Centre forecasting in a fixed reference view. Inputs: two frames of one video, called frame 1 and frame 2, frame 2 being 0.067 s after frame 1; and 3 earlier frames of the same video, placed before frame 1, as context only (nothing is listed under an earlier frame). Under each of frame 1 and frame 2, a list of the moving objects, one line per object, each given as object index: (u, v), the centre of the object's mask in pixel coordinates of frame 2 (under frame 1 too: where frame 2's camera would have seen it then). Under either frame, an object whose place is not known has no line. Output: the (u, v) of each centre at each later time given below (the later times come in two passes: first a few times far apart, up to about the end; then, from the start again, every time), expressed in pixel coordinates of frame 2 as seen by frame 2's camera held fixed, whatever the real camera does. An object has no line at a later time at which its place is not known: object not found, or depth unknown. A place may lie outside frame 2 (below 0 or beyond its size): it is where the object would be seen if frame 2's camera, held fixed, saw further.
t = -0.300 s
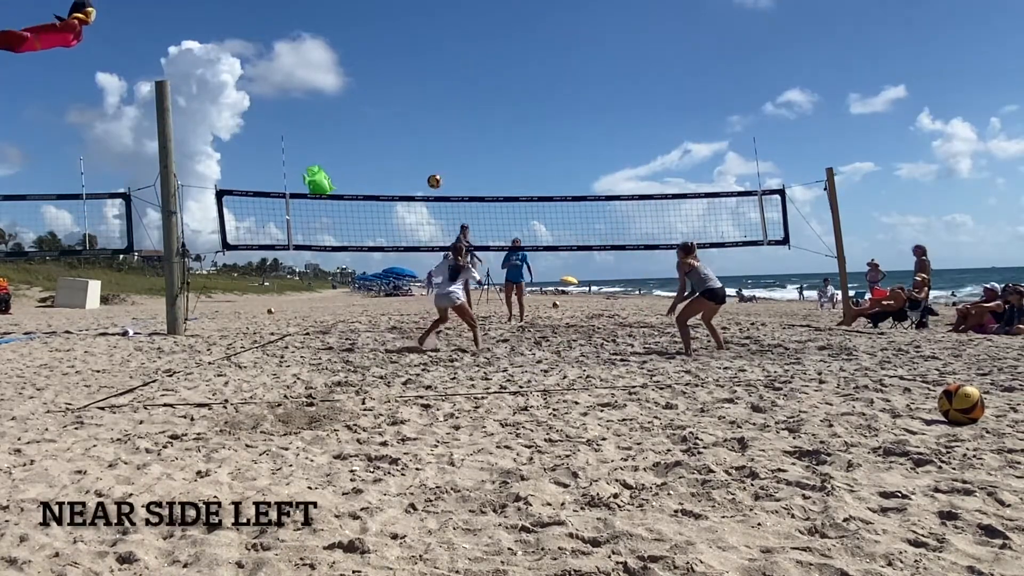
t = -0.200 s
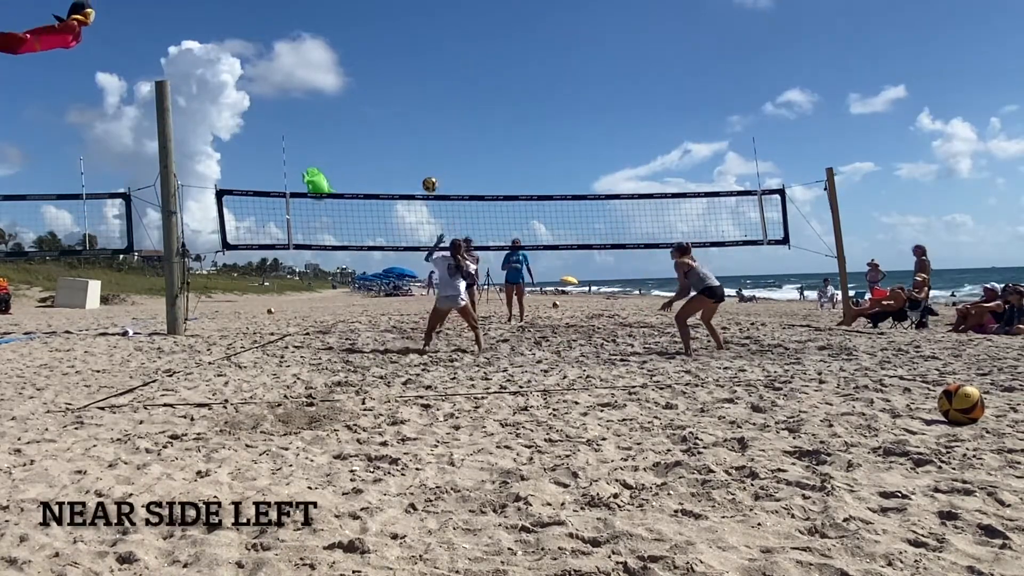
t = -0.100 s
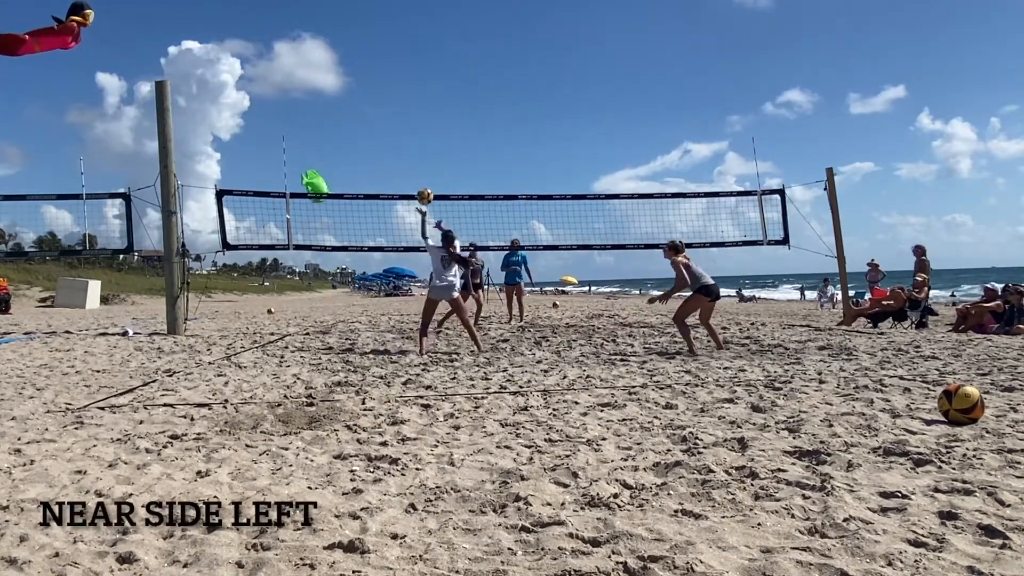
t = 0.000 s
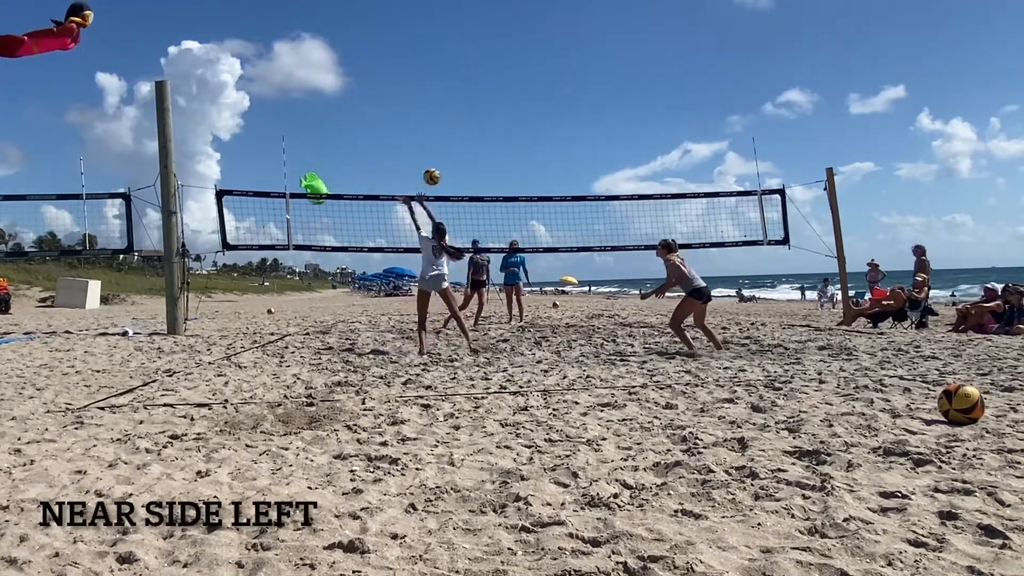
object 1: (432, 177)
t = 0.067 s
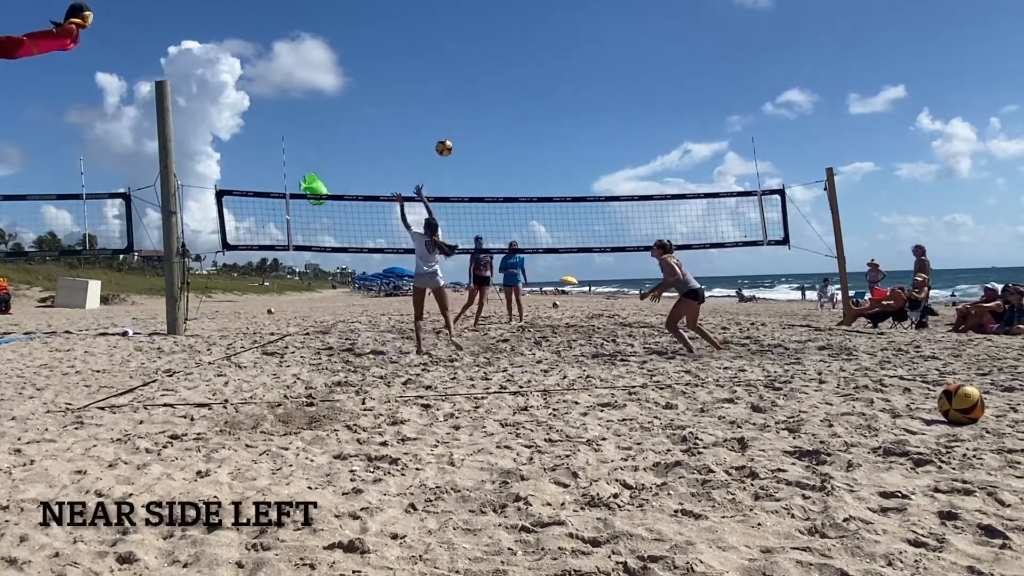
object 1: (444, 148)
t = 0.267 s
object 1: (480, 80)
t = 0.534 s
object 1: (525, 38)
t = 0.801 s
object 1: (570, 51)
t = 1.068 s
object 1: (614, 121)
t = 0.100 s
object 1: (450, 134)
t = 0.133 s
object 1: (456, 122)
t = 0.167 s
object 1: (462, 110)
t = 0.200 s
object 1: (468, 99)
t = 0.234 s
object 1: (474, 89)
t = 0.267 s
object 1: (480, 80)
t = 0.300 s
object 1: (485, 72)
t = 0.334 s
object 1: (491, 65)
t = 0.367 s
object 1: (497, 59)
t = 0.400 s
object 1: (503, 53)
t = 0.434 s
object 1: (508, 48)
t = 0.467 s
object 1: (514, 44)
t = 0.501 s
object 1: (520, 41)
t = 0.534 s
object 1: (525, 38)
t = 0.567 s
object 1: (531, 37)
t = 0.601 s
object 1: (536, 36)
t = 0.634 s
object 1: (542, 36)
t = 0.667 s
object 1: (547, 38)
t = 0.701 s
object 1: (554, 39)
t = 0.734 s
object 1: (559, 42)
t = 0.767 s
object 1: (564, 46)
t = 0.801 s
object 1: (570, 51)
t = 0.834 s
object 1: (576, 56)
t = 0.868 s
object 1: (581, 63)
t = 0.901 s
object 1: (587, 70)
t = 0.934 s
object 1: (592, 78)
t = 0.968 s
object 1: (597, 88)
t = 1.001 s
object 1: (603, 97)
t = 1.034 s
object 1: (608, 109)
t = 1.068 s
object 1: (614, 121)
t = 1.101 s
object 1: (620, 134)
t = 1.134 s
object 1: (625, 148)
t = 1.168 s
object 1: (630, 163)
